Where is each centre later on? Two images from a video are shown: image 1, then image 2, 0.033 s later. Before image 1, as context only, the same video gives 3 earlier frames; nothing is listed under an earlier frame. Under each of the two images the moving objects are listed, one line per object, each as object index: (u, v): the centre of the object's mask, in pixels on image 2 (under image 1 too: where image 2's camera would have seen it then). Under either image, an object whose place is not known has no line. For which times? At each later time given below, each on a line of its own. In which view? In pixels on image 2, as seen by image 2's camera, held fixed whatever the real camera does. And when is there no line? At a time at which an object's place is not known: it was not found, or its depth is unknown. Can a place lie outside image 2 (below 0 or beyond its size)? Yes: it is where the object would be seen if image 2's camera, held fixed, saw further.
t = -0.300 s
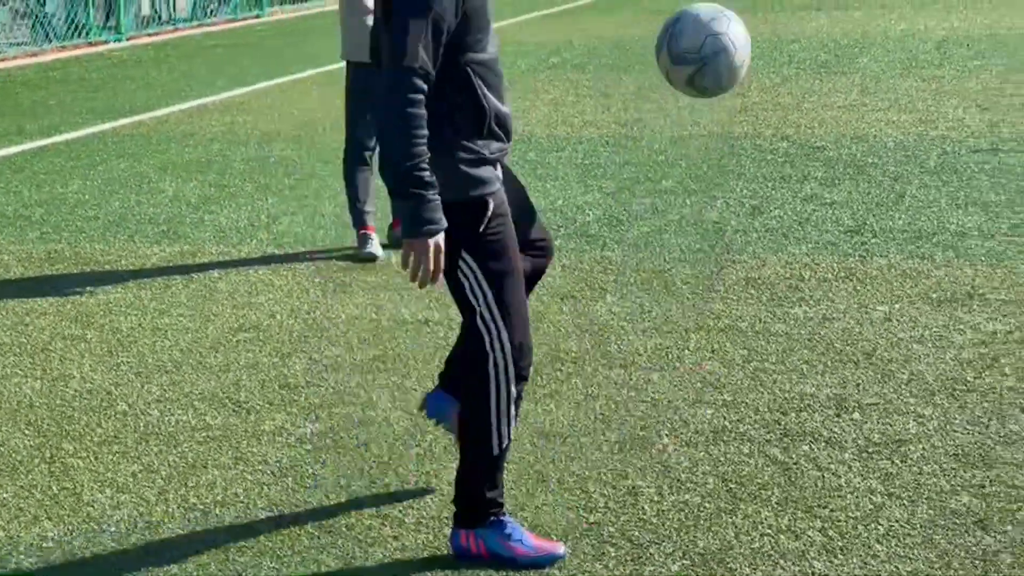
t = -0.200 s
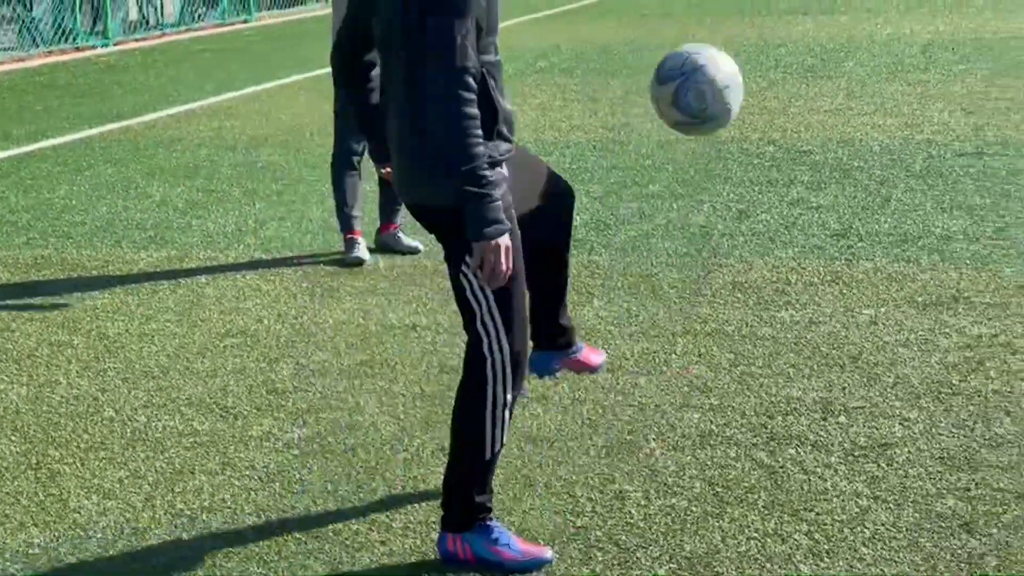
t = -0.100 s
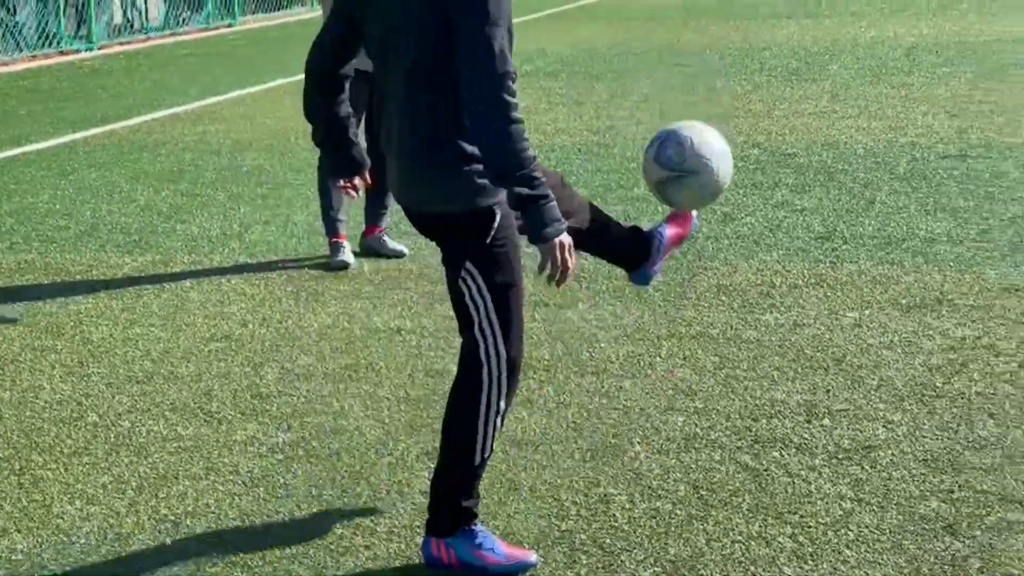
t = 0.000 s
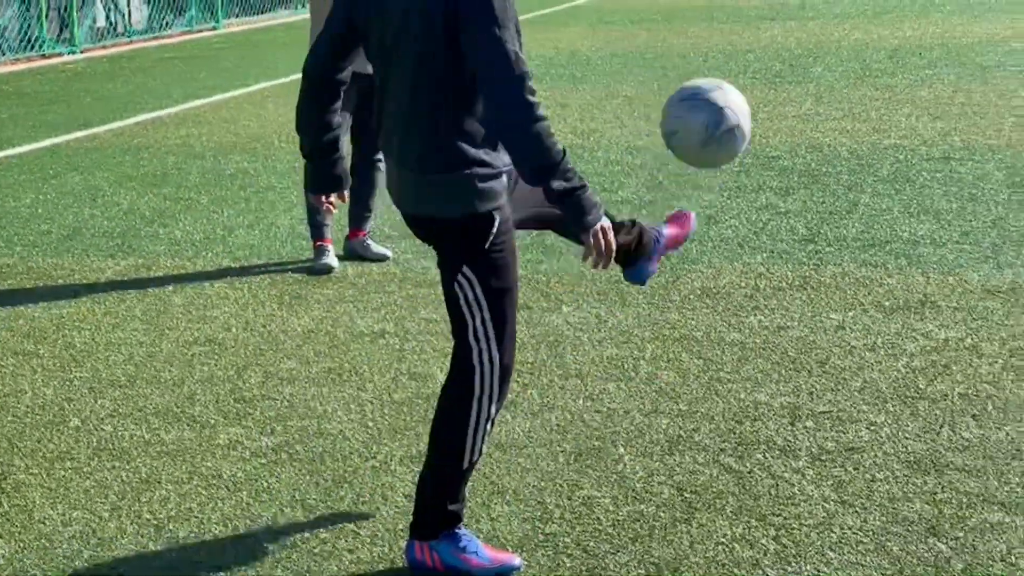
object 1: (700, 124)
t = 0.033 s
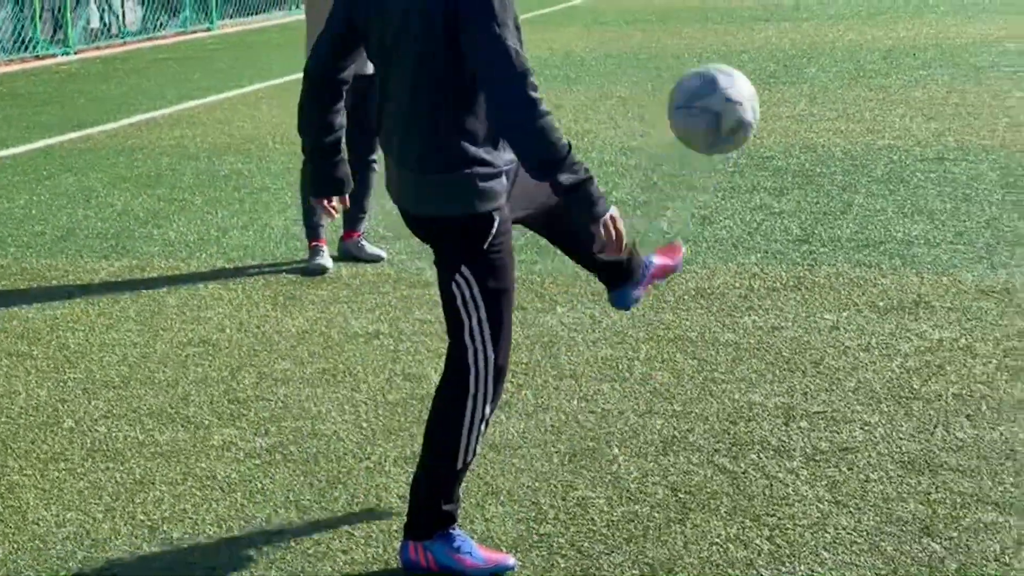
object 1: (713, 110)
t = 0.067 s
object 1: (727, 100)
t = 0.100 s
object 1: (741, 95)
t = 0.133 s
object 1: (755, 94)
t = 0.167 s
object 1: (770, 98)
